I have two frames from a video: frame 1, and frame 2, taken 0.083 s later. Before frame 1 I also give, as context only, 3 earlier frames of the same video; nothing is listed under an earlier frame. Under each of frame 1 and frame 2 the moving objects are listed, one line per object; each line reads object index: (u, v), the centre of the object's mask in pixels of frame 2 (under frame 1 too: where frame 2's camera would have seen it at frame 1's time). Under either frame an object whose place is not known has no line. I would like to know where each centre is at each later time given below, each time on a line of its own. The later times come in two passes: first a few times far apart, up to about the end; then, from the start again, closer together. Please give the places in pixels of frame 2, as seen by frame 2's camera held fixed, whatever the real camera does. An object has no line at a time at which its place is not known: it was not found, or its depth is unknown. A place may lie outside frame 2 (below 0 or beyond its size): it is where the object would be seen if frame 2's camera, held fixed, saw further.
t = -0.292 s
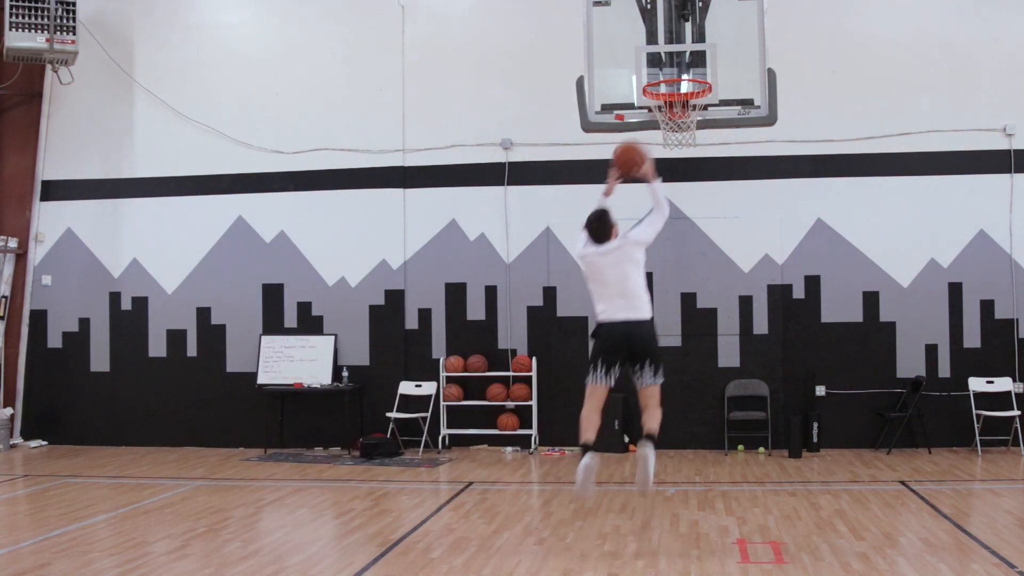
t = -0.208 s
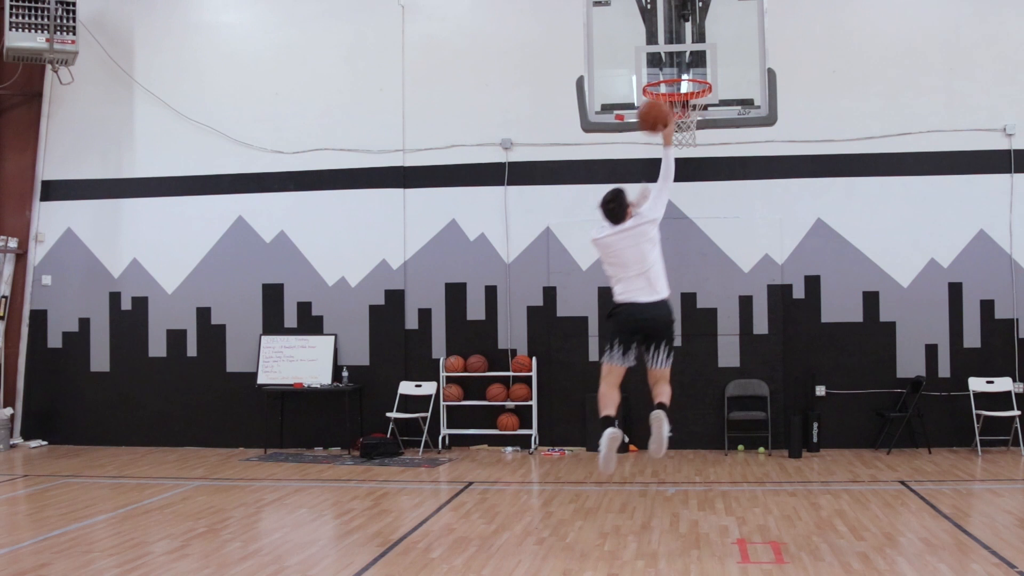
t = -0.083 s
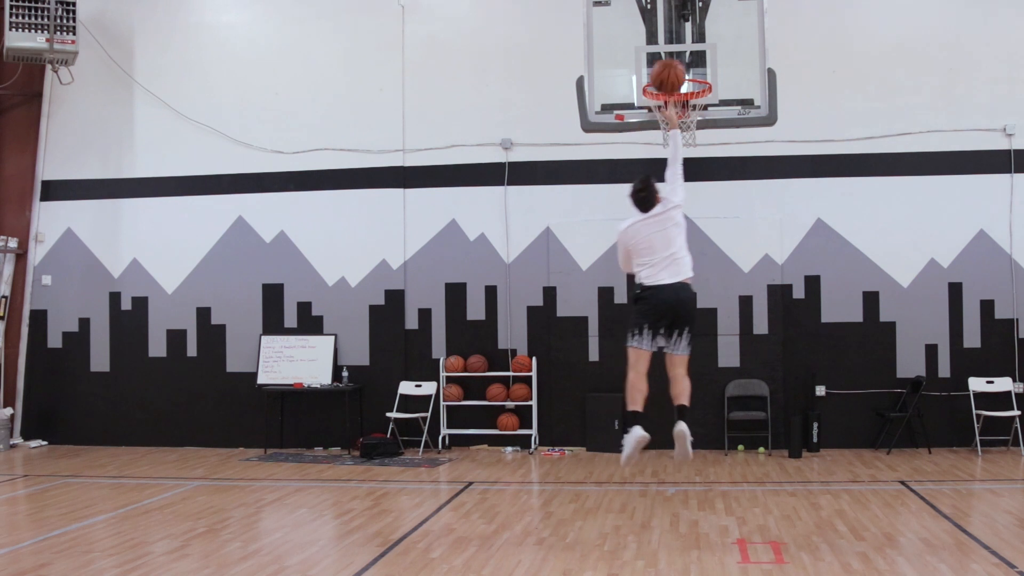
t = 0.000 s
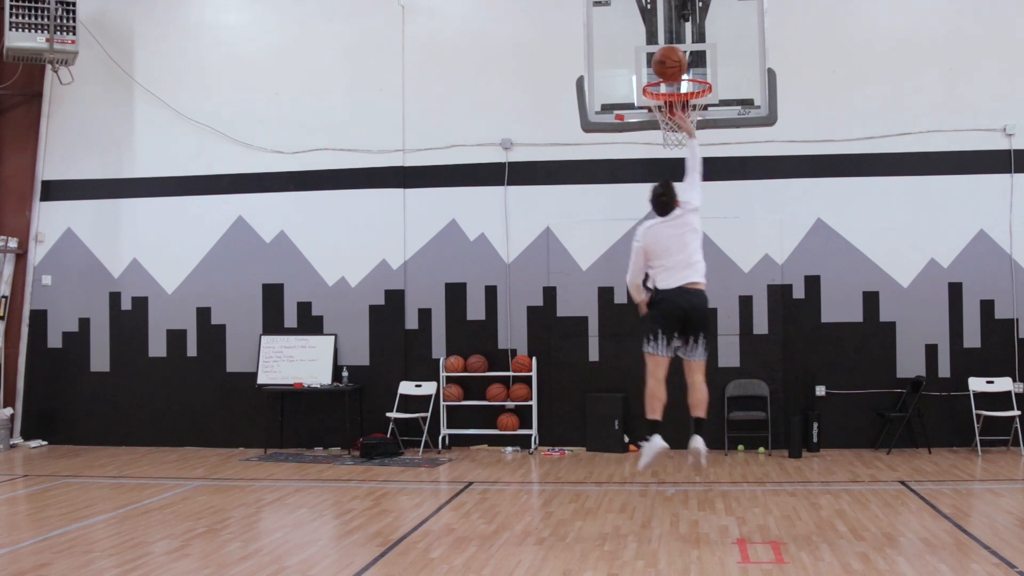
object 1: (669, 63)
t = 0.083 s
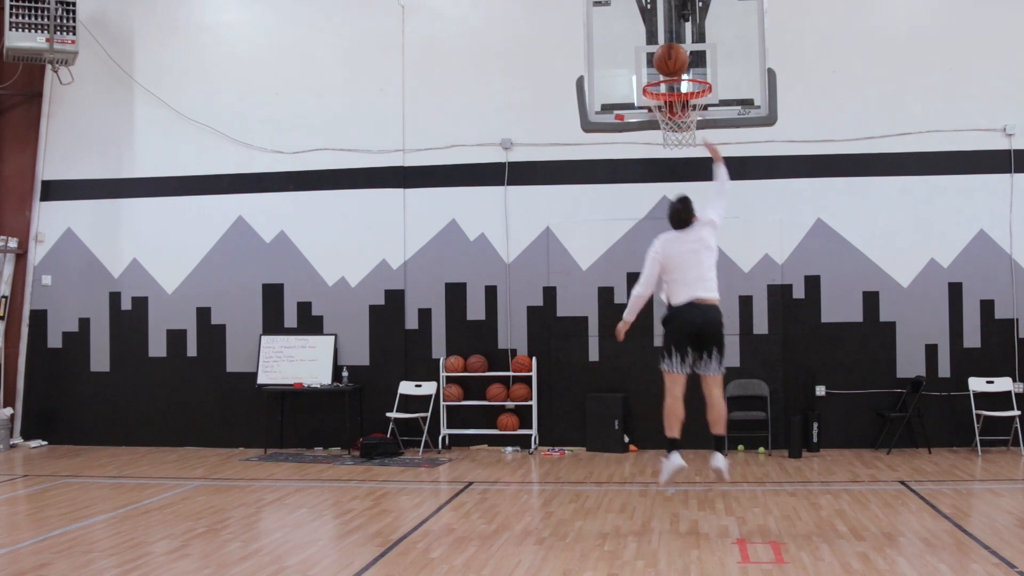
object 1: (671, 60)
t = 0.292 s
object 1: (676, 98)
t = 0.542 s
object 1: (687, 154)
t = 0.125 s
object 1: (671, 62)
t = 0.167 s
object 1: (673, 64)
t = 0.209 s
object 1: (674, 67)
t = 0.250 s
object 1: (675, 77)
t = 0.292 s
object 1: (676, 98)
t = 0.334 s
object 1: (678, 101)
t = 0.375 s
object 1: (678, 108)
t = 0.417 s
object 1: (682, 138)
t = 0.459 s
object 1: (684, 137)
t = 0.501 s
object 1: (685, 142)
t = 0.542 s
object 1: (687, 154)
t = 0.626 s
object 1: (690, 180)
